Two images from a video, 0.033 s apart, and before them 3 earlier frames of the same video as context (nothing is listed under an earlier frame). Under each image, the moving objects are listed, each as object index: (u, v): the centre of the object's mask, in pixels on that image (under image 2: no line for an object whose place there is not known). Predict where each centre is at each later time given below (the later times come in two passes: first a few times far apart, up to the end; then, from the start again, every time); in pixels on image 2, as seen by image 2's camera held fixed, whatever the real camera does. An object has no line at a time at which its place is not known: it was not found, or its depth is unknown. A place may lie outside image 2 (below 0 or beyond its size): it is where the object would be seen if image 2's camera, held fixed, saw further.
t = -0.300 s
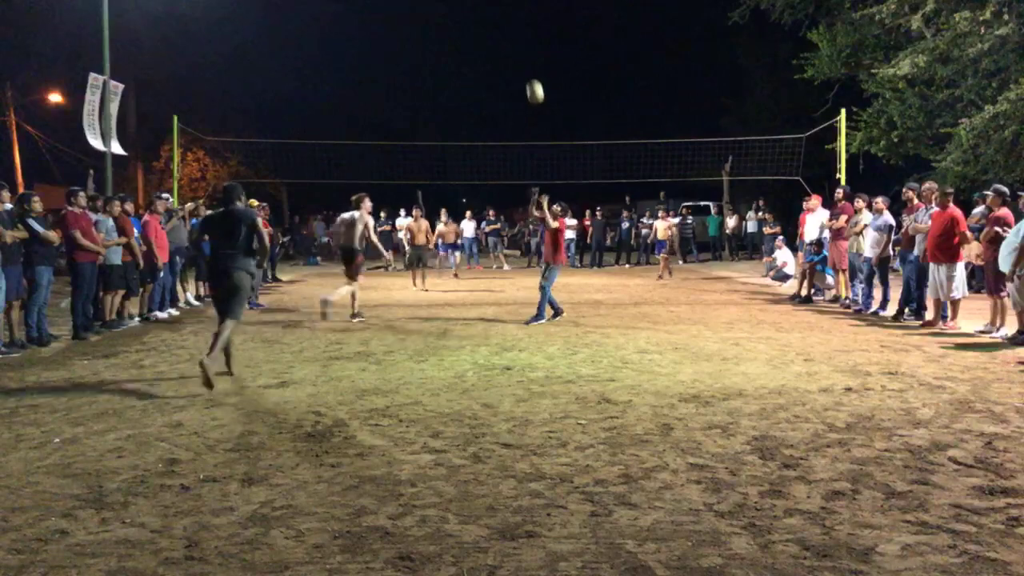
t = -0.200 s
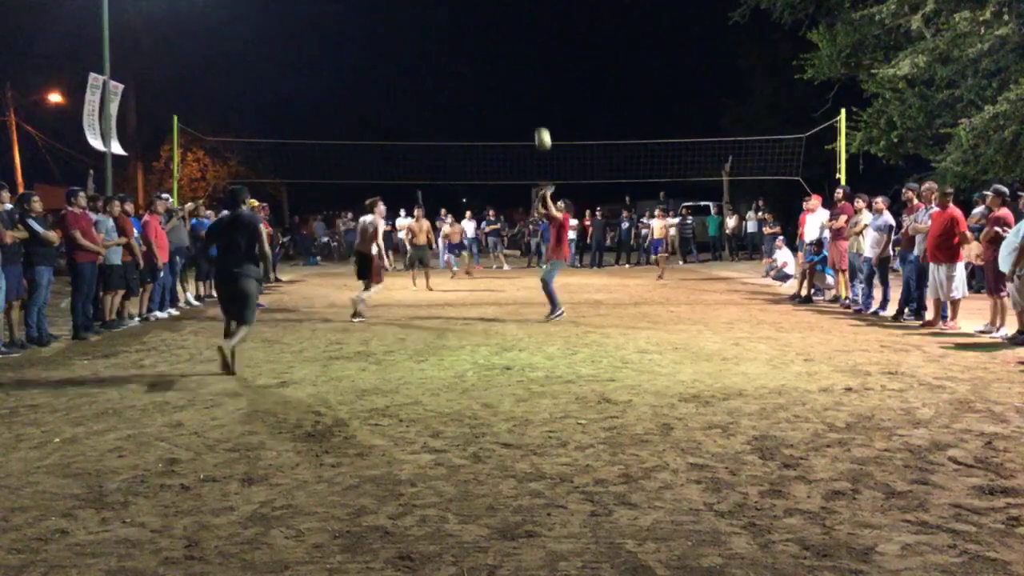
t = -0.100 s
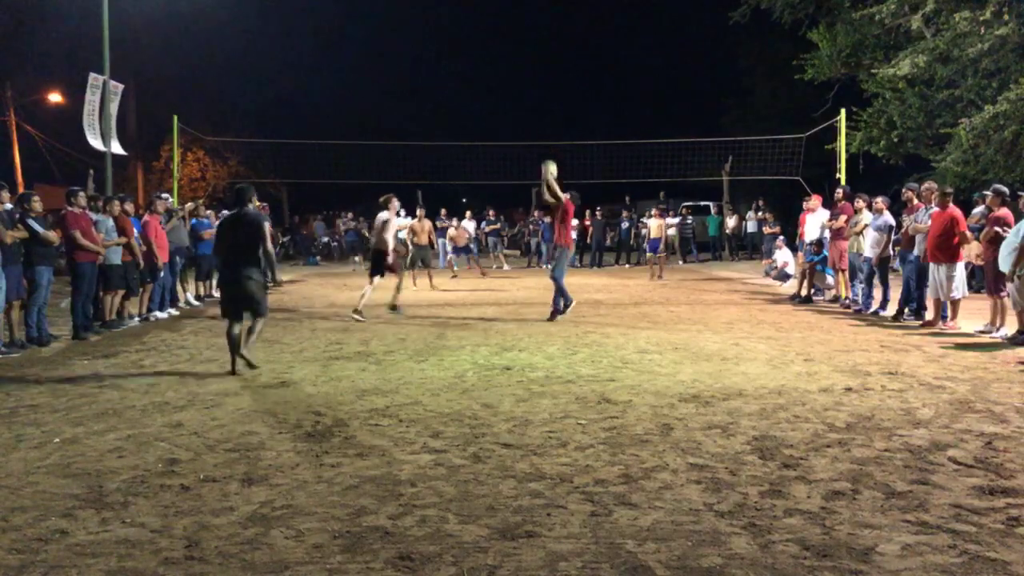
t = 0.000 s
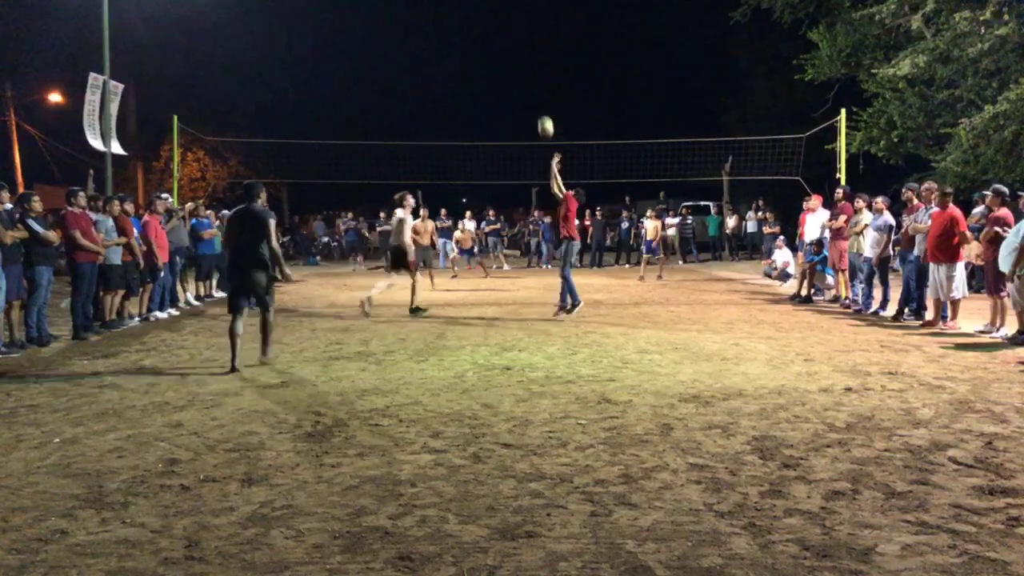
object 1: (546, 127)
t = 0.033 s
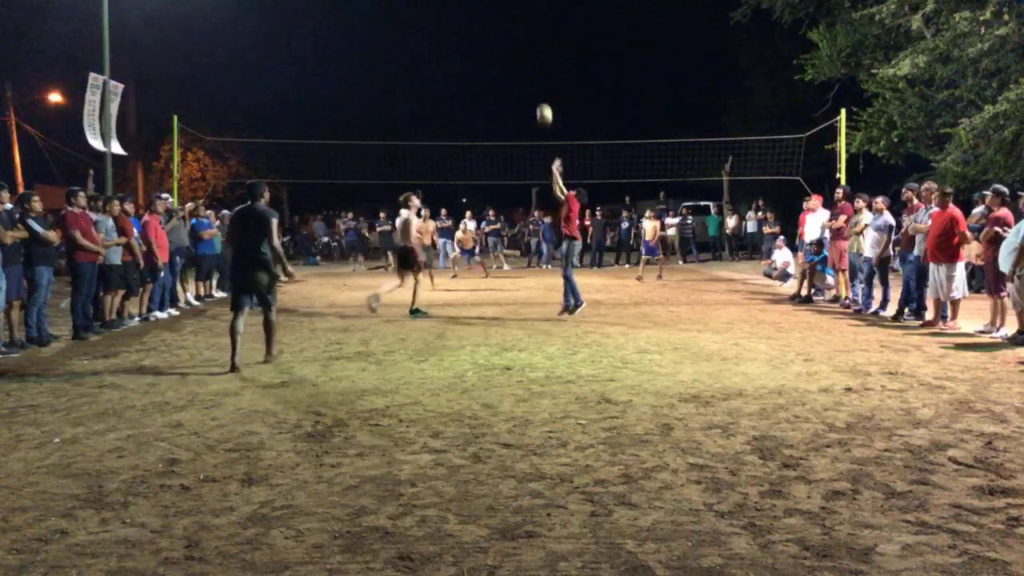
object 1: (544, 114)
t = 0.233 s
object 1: (536, 57)
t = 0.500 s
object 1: (526, 30)
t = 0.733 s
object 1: (518, 46)
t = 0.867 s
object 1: (515, 71)
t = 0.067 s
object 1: (543, 102)
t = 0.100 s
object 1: (541, 91)
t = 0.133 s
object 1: (540, 81)
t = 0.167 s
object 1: (539, 72)
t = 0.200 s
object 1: (537, 65)
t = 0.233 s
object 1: (536, 57)
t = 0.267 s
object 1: (534, 51)
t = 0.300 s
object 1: (533, 46)
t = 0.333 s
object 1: (532, 41)
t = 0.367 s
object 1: (530, 37)
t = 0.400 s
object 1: (529, 34)
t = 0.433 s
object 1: (528, 32)
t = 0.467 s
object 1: (527, 31)
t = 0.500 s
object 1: (526, 30)
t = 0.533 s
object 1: (525, 30)
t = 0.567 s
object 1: (523, 31)
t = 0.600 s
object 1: (522, 33)
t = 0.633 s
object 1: (521, 35)
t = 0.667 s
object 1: (520, 38)
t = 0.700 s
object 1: (520, 42)
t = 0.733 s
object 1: (518, 46)
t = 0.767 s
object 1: (517, 52)
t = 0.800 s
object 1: (517, 57)
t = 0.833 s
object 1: (516, 64)
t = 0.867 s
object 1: (515, 71)
